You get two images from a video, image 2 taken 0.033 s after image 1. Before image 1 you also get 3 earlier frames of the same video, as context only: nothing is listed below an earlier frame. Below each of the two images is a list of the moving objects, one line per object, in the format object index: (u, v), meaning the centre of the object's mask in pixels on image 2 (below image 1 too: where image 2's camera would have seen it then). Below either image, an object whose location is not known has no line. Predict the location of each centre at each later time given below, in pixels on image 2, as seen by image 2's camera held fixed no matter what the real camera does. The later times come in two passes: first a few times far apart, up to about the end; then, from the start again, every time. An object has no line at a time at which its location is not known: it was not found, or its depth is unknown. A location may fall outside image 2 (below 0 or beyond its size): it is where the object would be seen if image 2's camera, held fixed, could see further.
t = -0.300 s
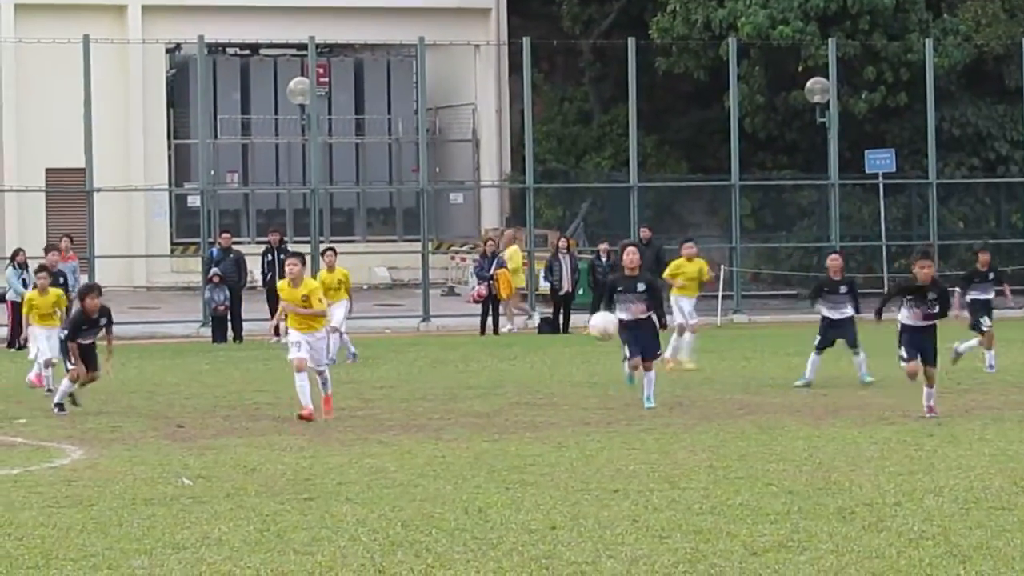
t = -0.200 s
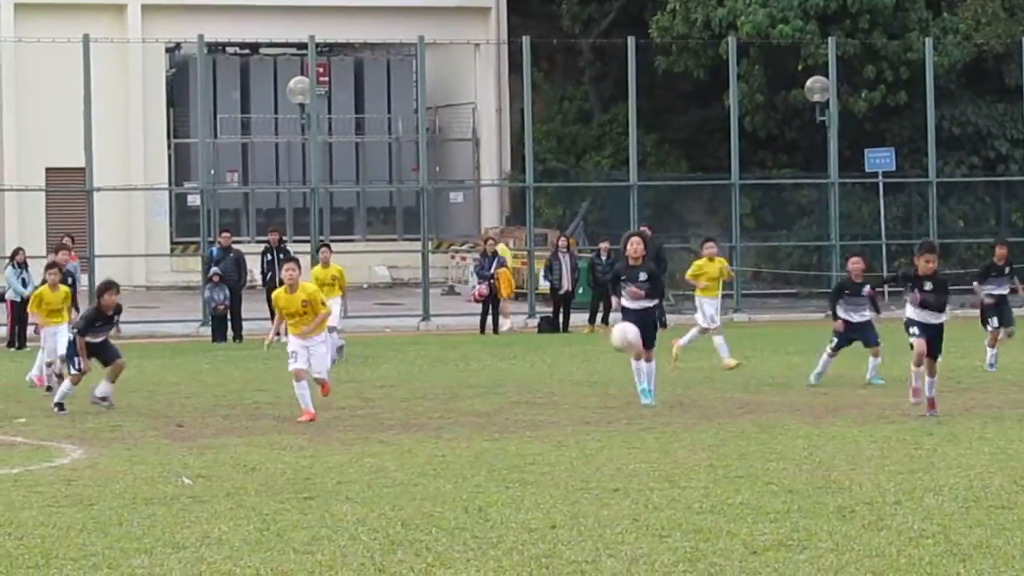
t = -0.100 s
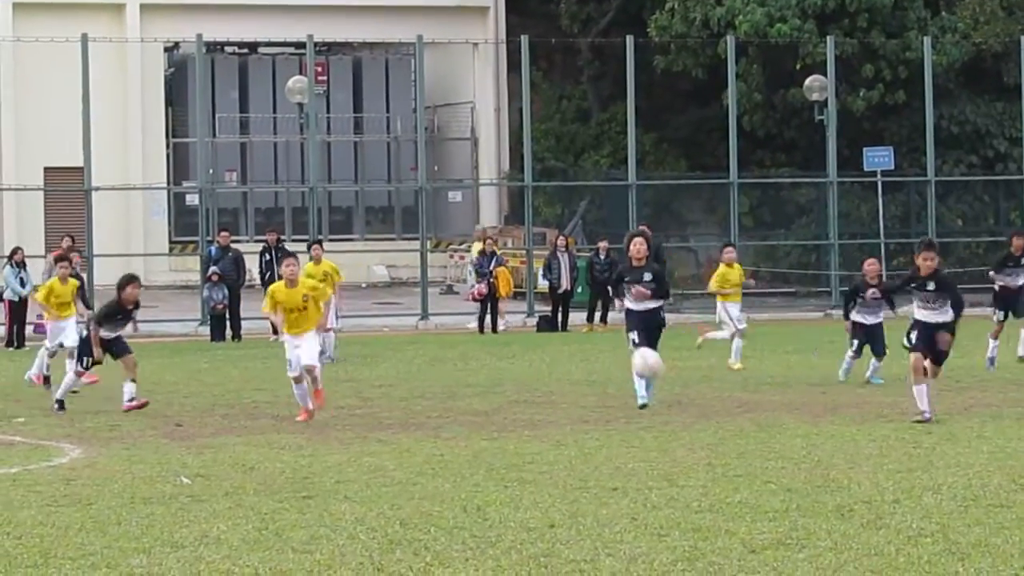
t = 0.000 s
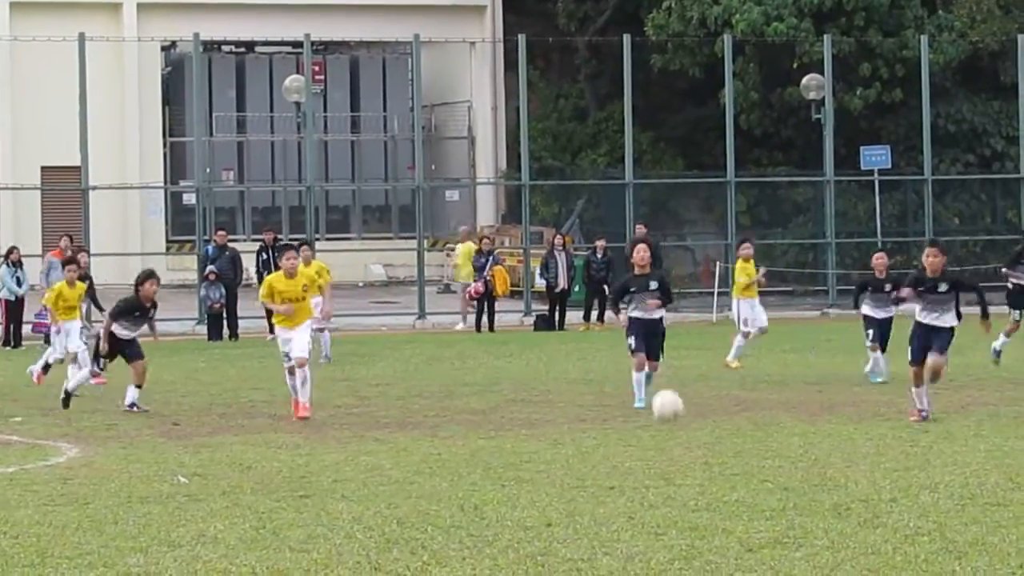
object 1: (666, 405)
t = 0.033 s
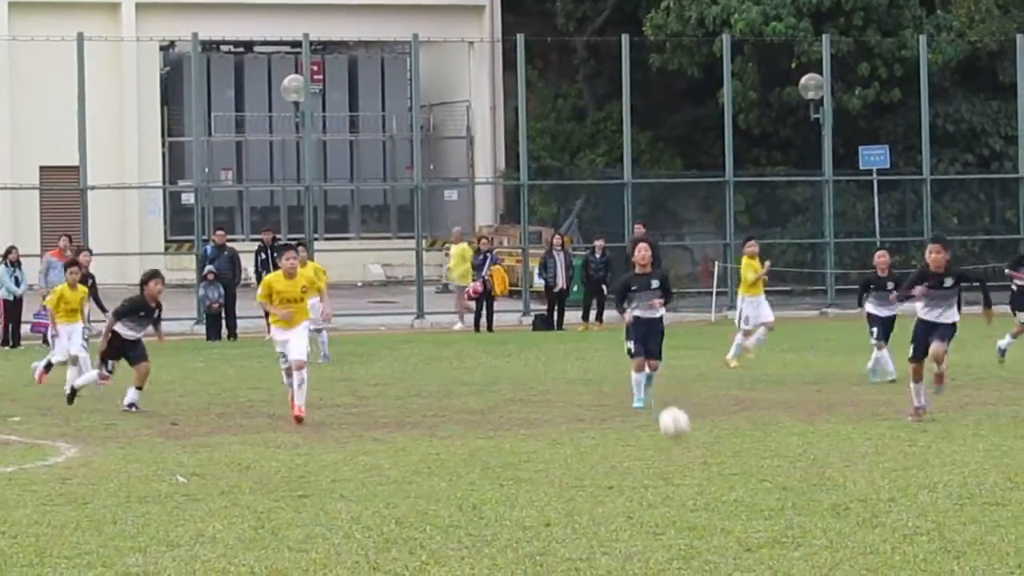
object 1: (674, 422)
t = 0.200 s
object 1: (708, 393)
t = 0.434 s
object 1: (758, 386)
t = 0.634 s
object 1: (807, 450)
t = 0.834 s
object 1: (858, 416)
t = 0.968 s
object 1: (896, 432)
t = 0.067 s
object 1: (682, 435)
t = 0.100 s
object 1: (688, 422)
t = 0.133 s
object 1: (695, 410)
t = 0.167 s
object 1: (701, 401)
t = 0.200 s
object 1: (708, 393)
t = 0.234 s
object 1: (715, 387)
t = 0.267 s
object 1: (722, 383)
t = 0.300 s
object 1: (729, 379)
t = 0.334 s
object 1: (736, 379)
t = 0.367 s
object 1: (744, 380)
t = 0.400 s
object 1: (751, 382)
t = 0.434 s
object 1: (758, 386)
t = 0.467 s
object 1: (766, 393)
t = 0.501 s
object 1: (774, 402)
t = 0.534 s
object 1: (782, 412)
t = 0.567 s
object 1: (790, 425)
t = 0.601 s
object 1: (798, 438)
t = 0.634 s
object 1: (807, 450)
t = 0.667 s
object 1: (815, 439)
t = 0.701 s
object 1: (823, 430)
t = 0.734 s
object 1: (832, 424)
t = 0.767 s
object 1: (841, 419)
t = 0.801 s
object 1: (849, 417)
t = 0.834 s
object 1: (858, 416)
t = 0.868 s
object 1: (867, 416)
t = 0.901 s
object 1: (876, 419)
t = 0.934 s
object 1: (886, 424)
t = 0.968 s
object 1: (896, 432)
